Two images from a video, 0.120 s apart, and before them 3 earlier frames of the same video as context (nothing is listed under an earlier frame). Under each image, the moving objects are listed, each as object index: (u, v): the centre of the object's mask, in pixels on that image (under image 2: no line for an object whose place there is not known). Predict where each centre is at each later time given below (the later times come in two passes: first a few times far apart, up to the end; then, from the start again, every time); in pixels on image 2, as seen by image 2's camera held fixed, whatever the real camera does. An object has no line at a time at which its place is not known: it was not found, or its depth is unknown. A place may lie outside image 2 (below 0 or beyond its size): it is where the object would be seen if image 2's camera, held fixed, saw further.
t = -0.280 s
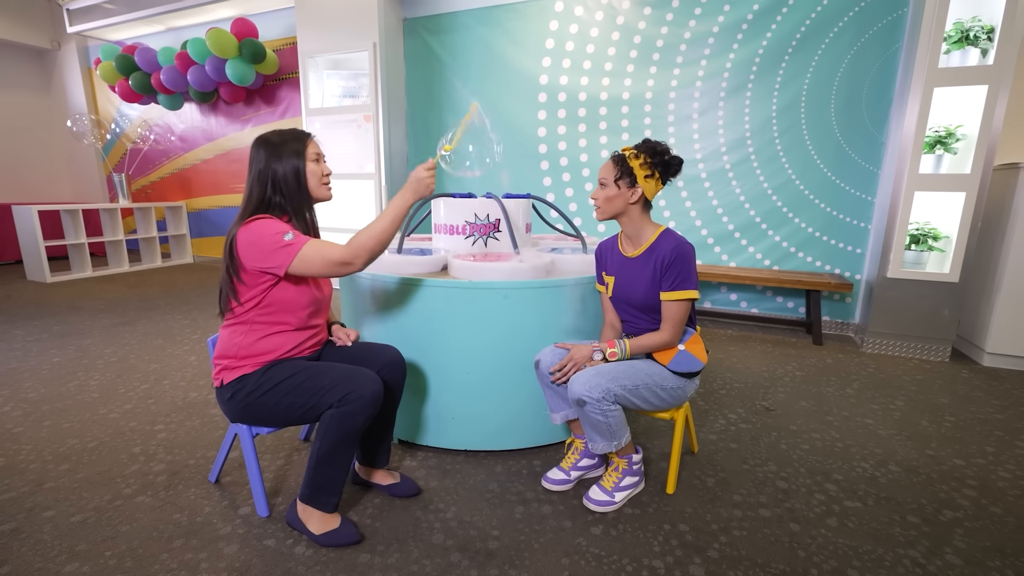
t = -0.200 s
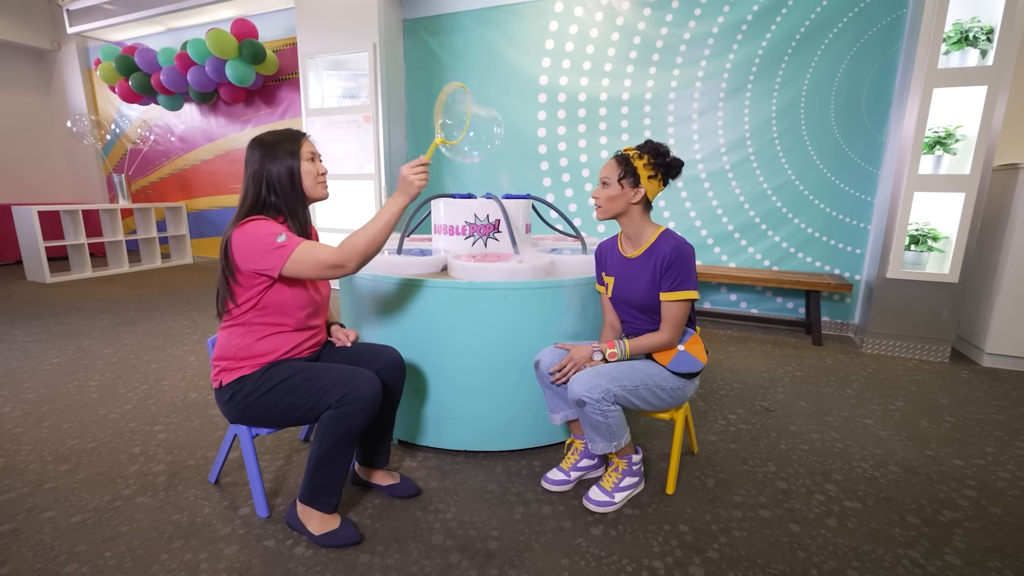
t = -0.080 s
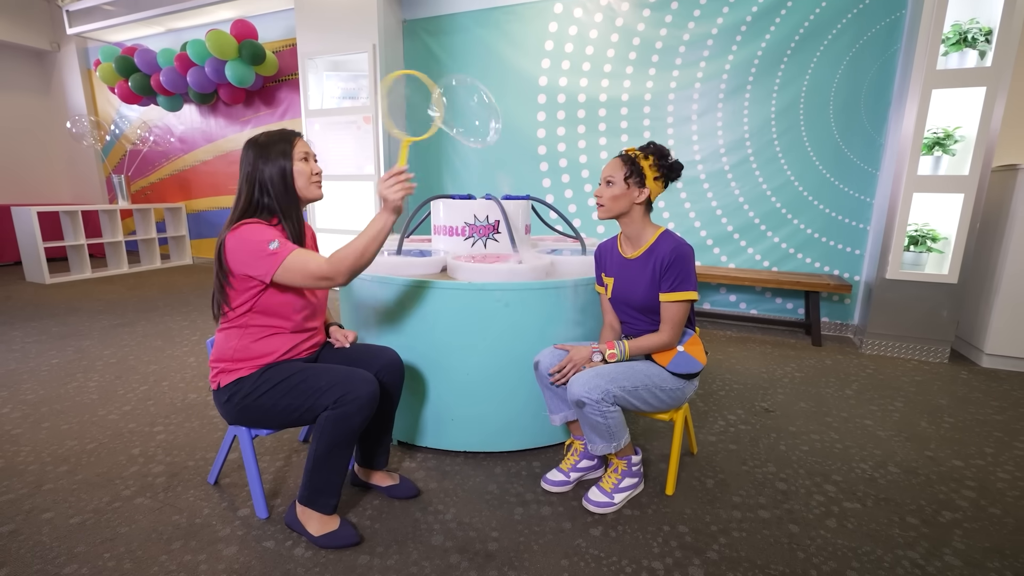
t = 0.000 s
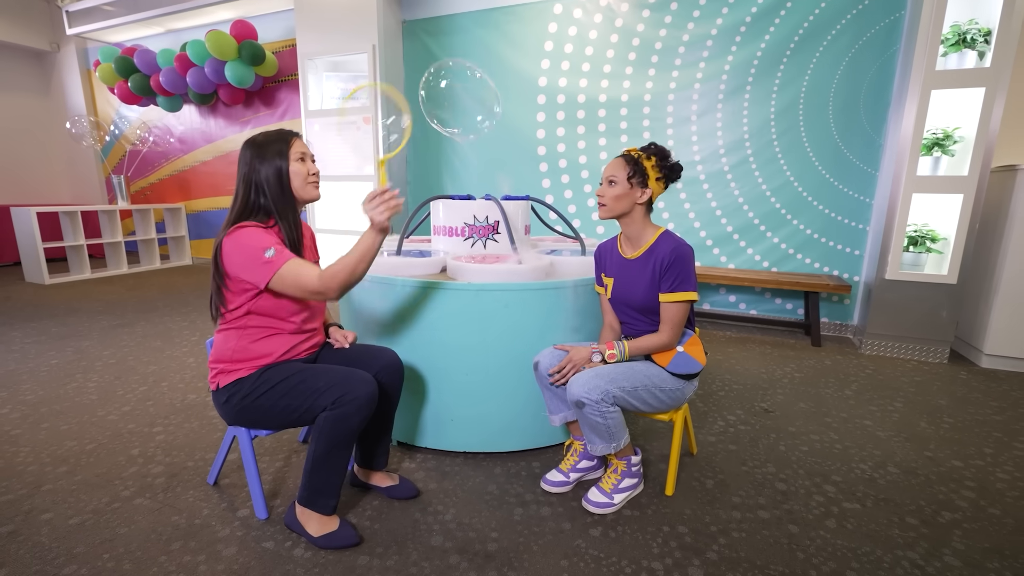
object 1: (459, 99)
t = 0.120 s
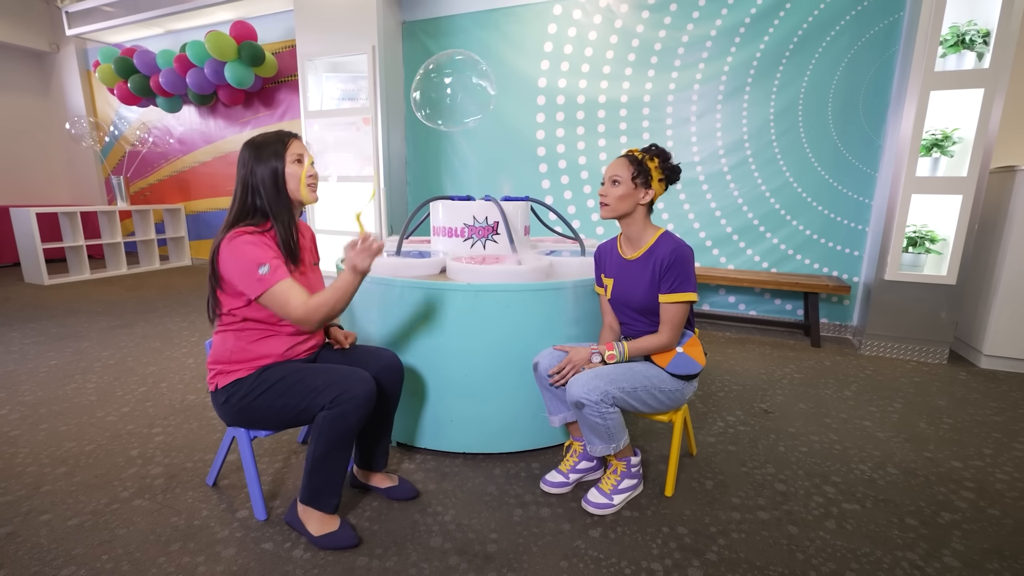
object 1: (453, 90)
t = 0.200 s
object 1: (446, 87)
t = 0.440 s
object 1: (438, 89)
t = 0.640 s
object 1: (434, 110)
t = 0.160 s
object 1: (449, 89)
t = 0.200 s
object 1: (446, 87)
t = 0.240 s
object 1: (444, 85)
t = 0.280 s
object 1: (443, 84)
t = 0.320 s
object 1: (440, 85)
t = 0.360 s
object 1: (438, 86)
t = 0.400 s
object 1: (437, 88)
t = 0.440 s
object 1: (438, 89)
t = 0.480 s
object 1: (439, 92)
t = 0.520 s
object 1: (437, 97)
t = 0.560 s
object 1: (436, 102)
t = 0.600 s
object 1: (434, 106)
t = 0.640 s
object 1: (434, 110)
